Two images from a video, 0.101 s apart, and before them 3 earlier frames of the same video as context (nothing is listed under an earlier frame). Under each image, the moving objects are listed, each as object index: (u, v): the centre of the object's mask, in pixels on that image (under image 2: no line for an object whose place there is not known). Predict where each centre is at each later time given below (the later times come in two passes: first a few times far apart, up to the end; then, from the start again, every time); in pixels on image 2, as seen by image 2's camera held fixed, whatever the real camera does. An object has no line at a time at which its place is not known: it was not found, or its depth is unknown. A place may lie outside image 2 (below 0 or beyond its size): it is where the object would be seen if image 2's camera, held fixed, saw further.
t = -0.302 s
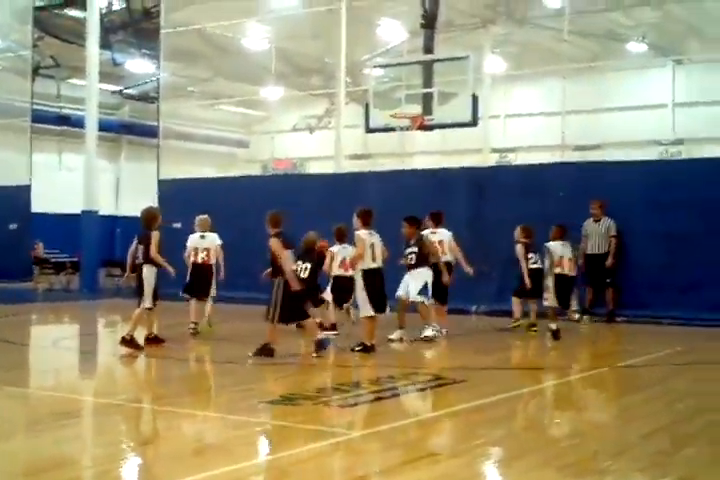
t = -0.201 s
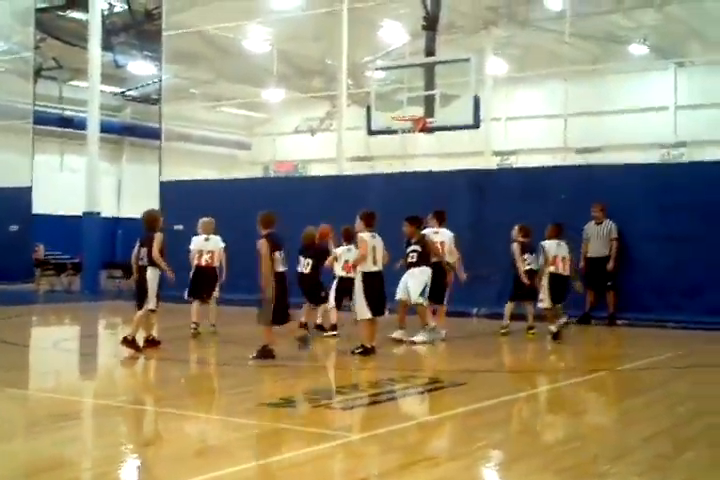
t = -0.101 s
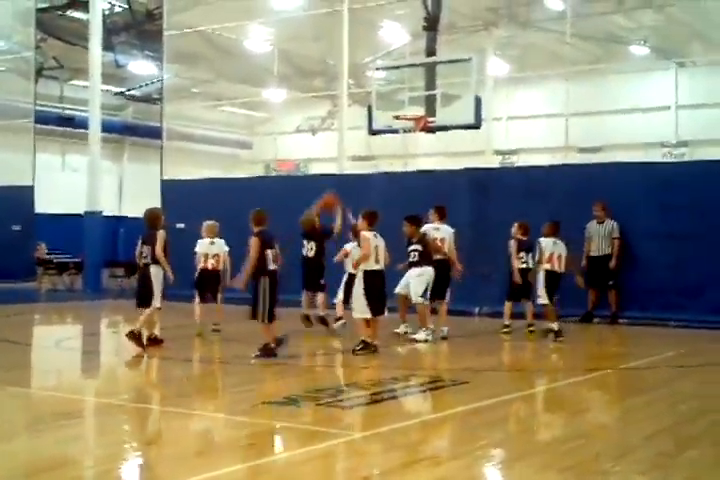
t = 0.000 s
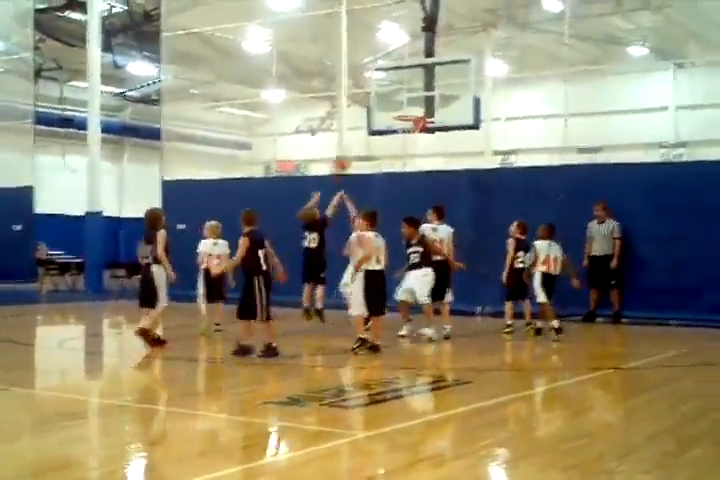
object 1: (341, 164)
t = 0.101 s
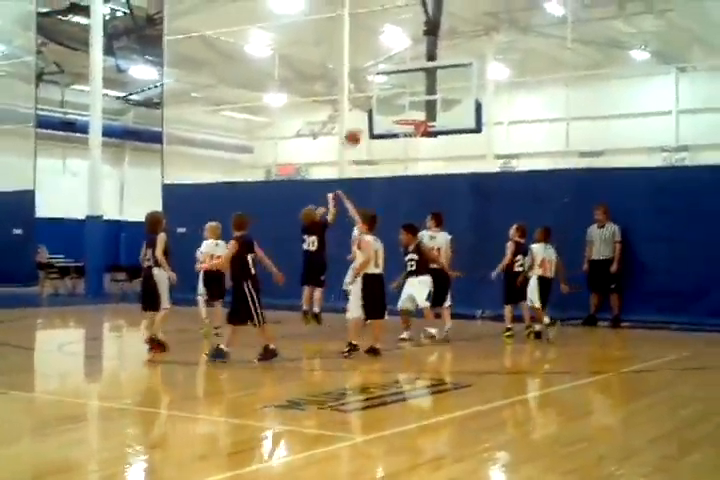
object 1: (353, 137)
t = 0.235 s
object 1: (366, 110)
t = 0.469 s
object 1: (388, 92)
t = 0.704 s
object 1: (408, 110)
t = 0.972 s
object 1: (417, 148)
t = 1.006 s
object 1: (416, 152)
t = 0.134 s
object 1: (356, 129)
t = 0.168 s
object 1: (360, 121)
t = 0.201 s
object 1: (364, 116)
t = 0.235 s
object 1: (366, 110)
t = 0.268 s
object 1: (368, 105)
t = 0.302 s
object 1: (372, 102)
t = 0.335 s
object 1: (375, 98)
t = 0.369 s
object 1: (378, 95)
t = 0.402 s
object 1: (382, 94)
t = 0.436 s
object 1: (385, 93)
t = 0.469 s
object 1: (388, 92)
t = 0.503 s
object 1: (391, 92)
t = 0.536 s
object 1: (394, 93)
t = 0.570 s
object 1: (397, 95)
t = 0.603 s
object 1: (400, 98)
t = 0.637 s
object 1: (403, 102)
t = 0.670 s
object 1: (405, 106)
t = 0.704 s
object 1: (408, 110)
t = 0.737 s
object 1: (411, 116)
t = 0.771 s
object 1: (414, 123)
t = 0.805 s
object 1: (418, 128)
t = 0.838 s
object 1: (419, 131)
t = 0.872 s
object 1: (419, 137)
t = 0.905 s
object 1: (418, 140)
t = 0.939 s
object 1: (418, 143)
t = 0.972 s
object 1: (417, 148)
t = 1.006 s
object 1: (416, 152)
